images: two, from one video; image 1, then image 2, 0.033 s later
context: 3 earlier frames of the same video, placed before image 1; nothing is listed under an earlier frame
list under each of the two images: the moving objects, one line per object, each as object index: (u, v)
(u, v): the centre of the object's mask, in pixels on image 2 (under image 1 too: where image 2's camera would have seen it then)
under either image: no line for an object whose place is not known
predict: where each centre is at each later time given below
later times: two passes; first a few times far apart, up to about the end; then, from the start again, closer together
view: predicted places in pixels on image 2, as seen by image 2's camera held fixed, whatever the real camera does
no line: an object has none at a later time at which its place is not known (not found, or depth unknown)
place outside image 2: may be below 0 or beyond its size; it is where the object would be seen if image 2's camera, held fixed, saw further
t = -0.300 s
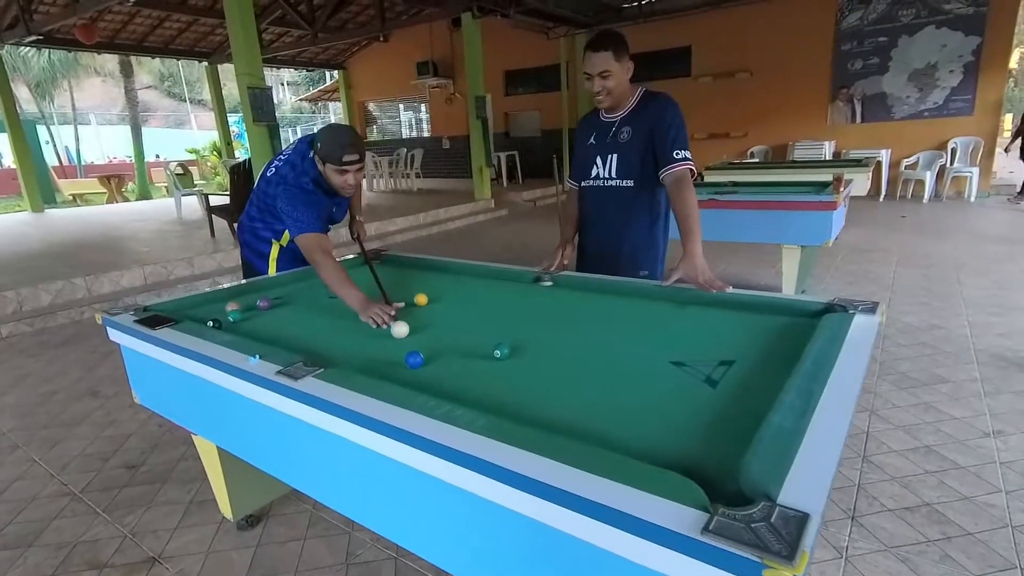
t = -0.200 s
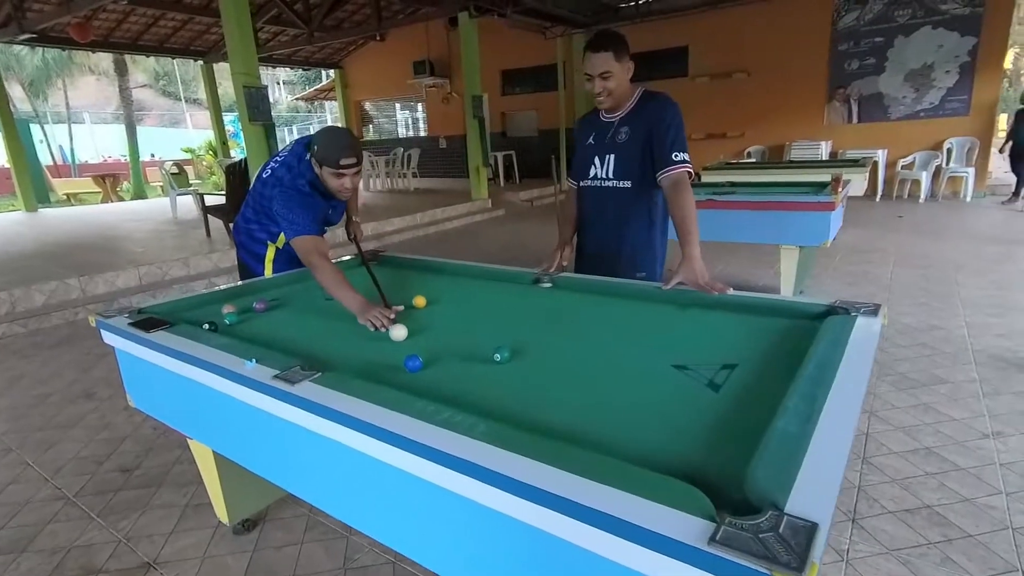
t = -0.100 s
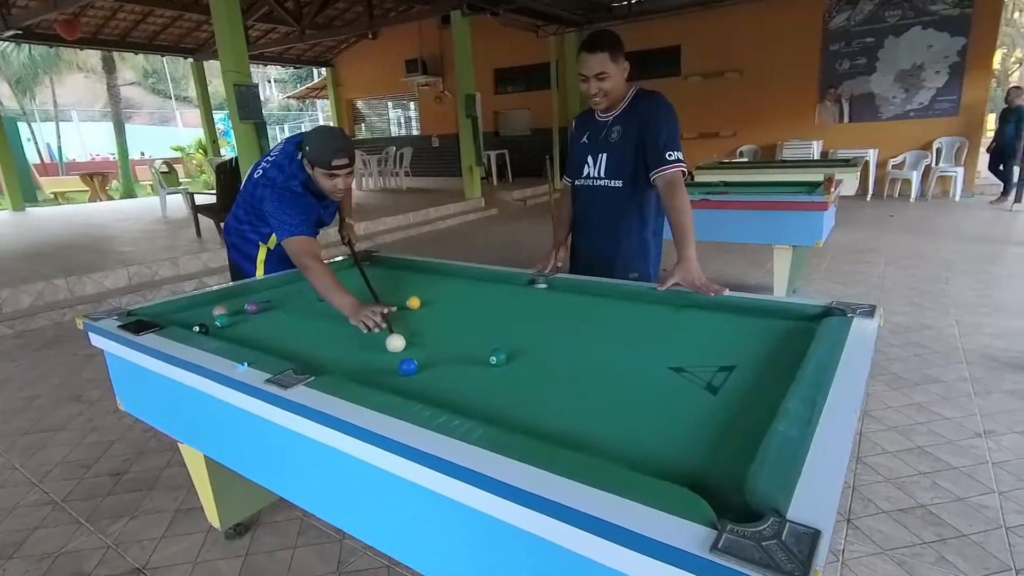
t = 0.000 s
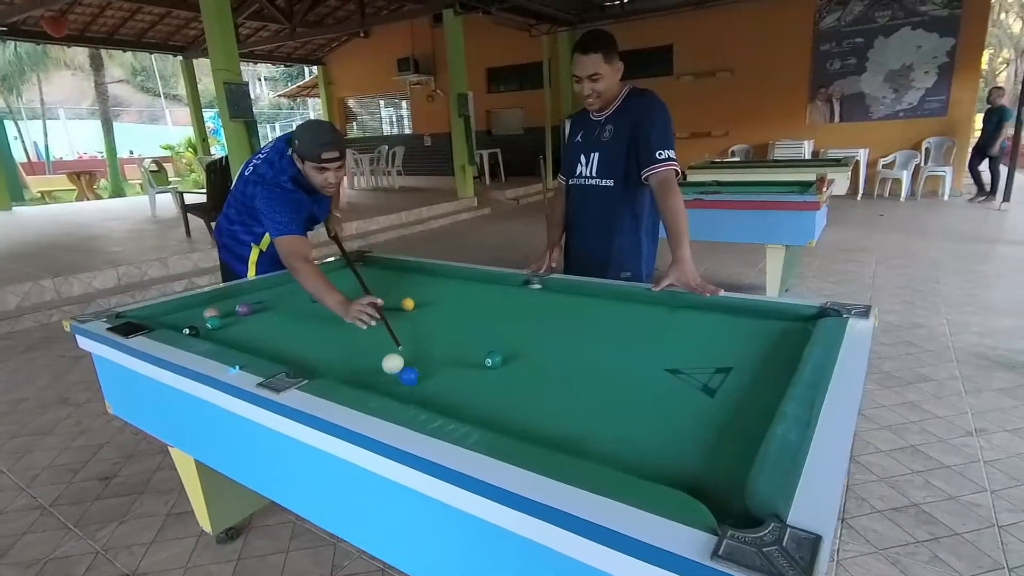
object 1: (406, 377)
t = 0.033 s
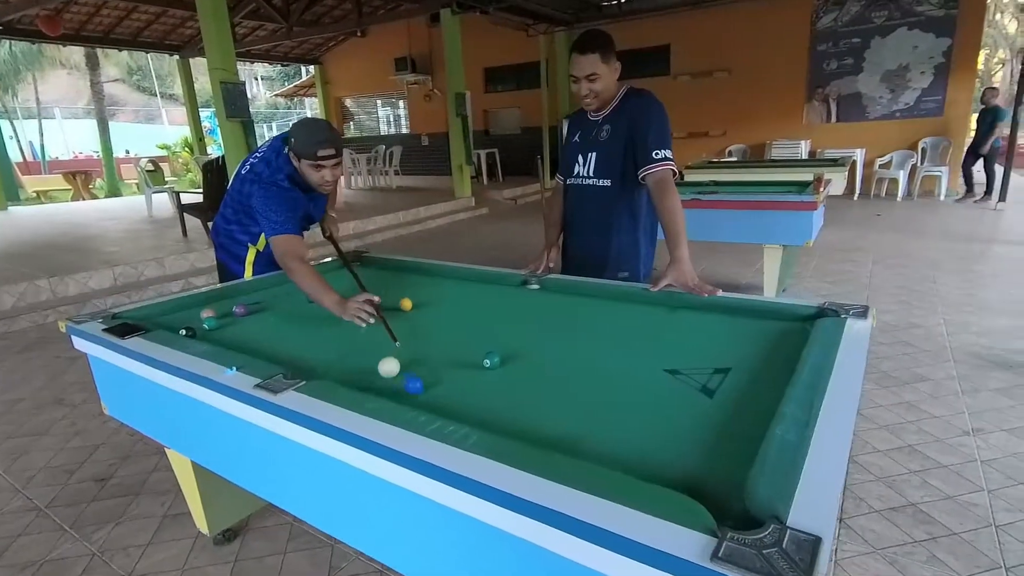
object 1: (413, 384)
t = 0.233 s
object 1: (471, 417)
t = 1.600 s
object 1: (627, 374)
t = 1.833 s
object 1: (600, 360)
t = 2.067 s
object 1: (577, 348)
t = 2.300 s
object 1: (558, 339)
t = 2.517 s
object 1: (543, 332)
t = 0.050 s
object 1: (417, 389)
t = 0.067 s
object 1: (421, 393)
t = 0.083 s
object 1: (424, 397)
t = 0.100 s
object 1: (428, 401)
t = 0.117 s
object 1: (432, 404)
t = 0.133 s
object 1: (435, 408)
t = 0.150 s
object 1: (439, 410)
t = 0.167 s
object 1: (445, 414)
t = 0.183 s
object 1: (450, 414)
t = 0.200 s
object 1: (458, 415)
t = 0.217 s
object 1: (464, 416)
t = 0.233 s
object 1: (471, 417)
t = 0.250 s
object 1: (477, 418)
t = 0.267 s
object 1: (484, 419)
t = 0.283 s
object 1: (490, 420)
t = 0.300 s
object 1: (496, 420)
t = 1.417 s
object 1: (654, 386)
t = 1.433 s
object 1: (651, 385)
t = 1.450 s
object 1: (648, 384)
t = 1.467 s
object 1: (646, 383)
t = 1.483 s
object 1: (644, 381)
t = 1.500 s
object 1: (641, 381)
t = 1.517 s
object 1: (638, 379)
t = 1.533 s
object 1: (636, 378)
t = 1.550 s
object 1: (634, 377)
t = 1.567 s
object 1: (632, 376)
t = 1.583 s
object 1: (629, 375)
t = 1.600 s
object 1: (627, 374)
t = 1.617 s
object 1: (625, 372)
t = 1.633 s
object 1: (622, 372)
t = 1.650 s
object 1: (621, 370)
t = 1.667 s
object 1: (618, 370)
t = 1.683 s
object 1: (617, 368)
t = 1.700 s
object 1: (614, 367)
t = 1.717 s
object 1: (613, 366)
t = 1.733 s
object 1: (611, 365)
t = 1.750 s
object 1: (609, 364)
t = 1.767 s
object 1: (607, 363)
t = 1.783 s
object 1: (605, 362)
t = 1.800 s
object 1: (603, 362)
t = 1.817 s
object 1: (601, 361)
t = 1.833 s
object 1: (600, 360)
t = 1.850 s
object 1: (597, 359)
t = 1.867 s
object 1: (596, 358)
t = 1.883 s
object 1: (594, 358)
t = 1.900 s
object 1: (593, 356)
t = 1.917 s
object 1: (591, 355)
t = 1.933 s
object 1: (589, 354)
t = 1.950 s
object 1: (587, 354)
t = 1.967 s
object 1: (586, 353)
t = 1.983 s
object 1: (584, 352)
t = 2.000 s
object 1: (582, 352)
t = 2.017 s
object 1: (581, 351)
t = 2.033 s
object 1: (580, 350)
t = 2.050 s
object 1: (578, 350)
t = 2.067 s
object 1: (577, 348)
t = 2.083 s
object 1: (575, 348)
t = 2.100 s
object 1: (573, 346)
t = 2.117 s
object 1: (571, 346)
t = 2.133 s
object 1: (570, 346)
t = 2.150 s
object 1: (569, 345)
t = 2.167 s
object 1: (568, 344)
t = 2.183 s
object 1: (567, 344)
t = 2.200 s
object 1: (565, 343)
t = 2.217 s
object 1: (564, 342)
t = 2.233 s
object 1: (563, 342)
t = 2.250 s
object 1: (562, 341)
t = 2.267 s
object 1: (560, 340)
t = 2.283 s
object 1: (559, 340)
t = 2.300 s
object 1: (558, 339)
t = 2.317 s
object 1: (557, 338)
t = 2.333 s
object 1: (555, 338)
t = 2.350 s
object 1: (554, 337)
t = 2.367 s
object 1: (553, 337)
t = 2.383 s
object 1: (552, 336)
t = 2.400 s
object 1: (551, 336)
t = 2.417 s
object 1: (549, 335)
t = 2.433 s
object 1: (548, 335)
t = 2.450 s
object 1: (547, 334)
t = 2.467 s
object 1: (546, 333)
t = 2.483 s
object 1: (545, 333)
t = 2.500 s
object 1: (544, 332)
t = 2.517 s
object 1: (543, 332)
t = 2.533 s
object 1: (542, 330)
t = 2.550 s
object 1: (540, 330)
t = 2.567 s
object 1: (539, 329)
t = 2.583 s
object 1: (538, 329)
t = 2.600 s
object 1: (536, 329)
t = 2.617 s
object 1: (536, 328)
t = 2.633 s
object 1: (535, 328)
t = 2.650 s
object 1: (534, 327)
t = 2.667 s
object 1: (534, 327)
